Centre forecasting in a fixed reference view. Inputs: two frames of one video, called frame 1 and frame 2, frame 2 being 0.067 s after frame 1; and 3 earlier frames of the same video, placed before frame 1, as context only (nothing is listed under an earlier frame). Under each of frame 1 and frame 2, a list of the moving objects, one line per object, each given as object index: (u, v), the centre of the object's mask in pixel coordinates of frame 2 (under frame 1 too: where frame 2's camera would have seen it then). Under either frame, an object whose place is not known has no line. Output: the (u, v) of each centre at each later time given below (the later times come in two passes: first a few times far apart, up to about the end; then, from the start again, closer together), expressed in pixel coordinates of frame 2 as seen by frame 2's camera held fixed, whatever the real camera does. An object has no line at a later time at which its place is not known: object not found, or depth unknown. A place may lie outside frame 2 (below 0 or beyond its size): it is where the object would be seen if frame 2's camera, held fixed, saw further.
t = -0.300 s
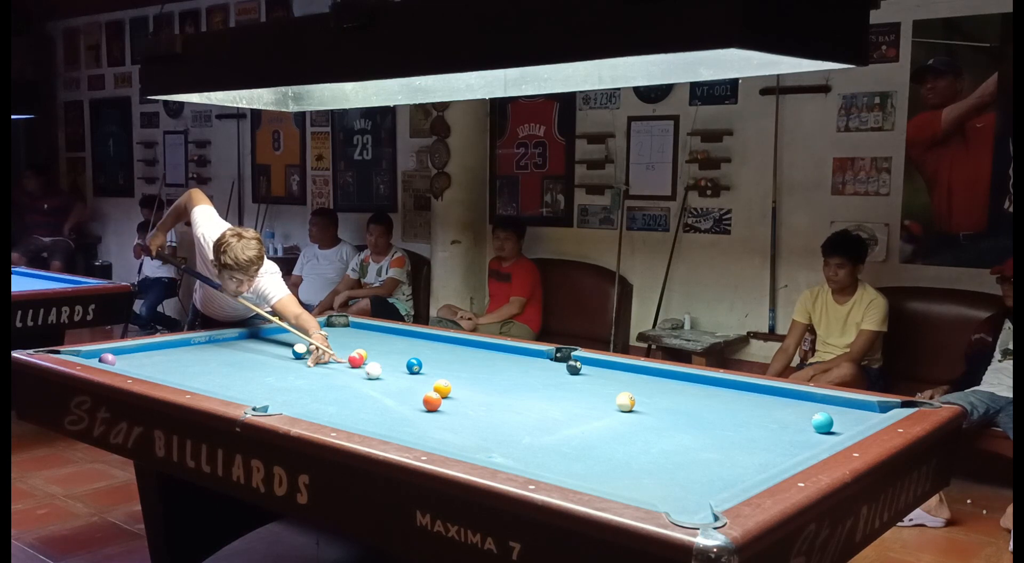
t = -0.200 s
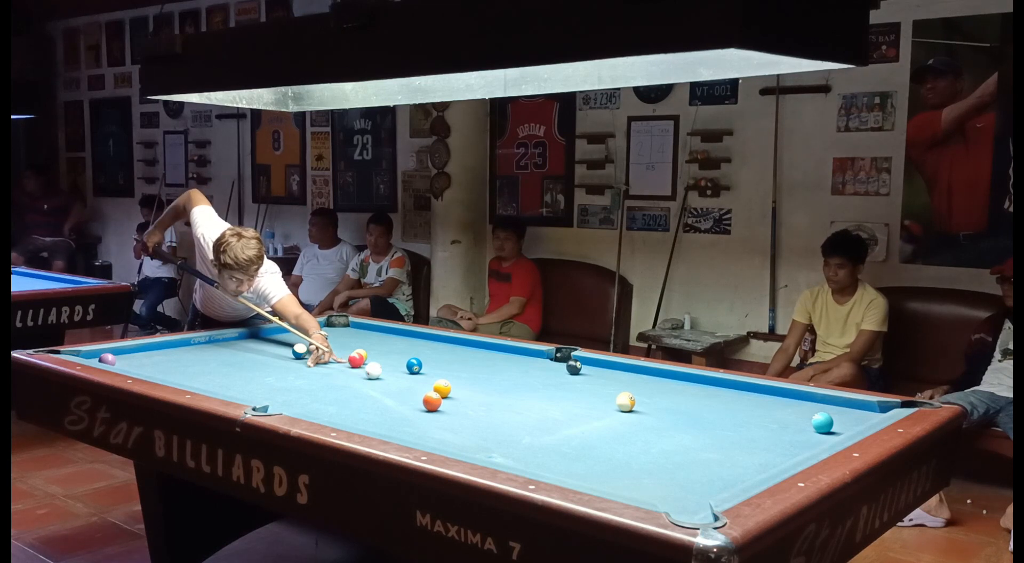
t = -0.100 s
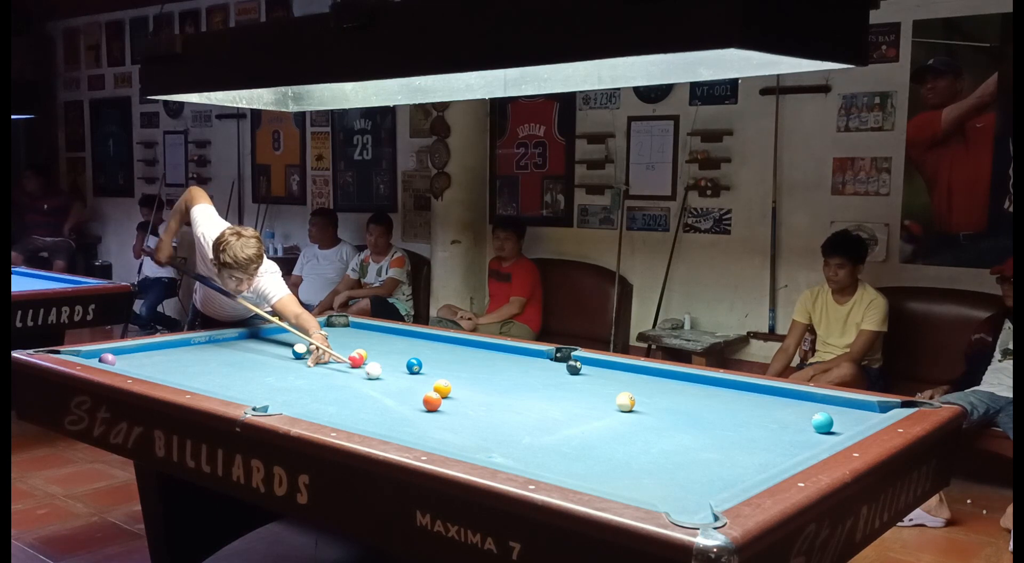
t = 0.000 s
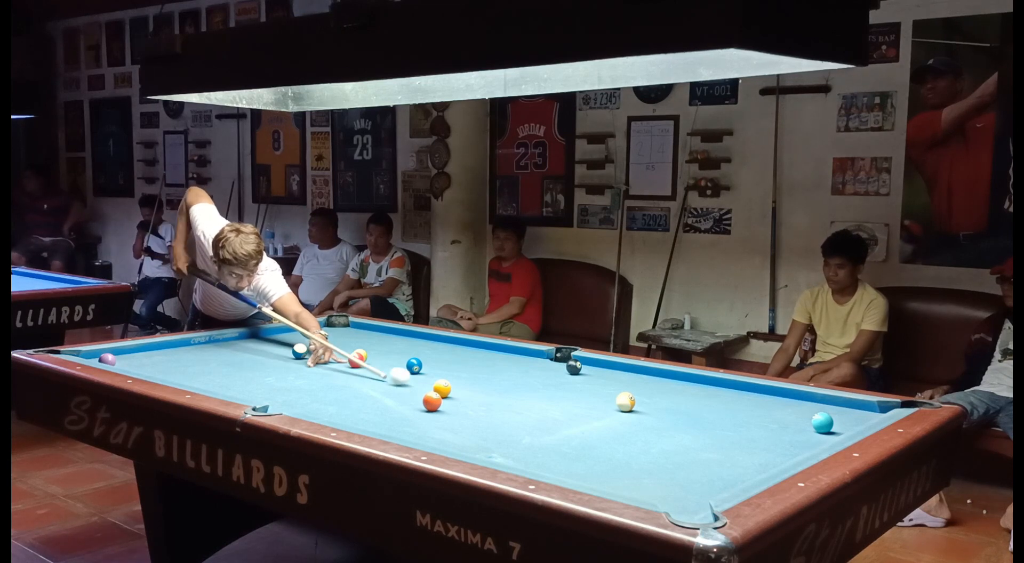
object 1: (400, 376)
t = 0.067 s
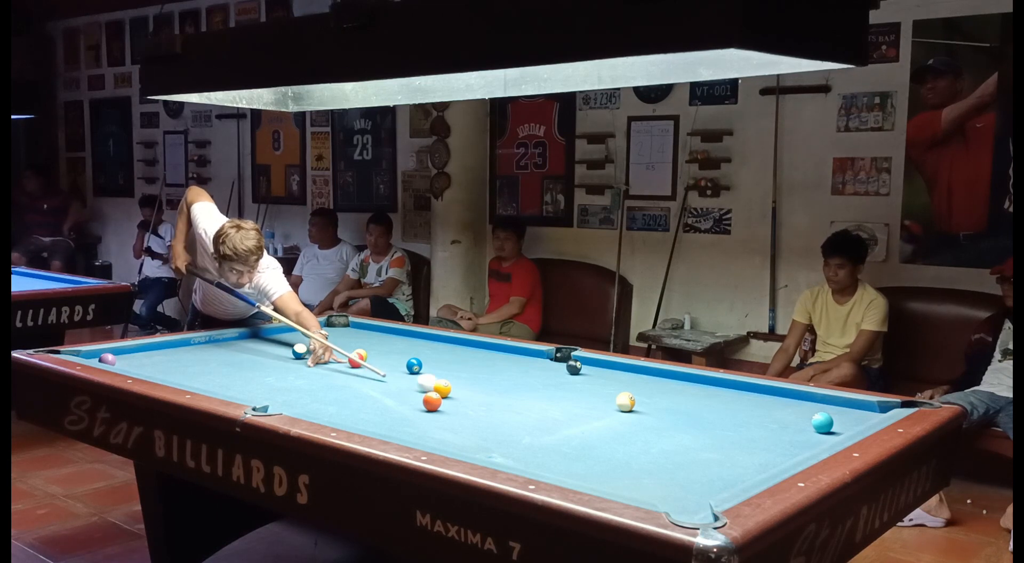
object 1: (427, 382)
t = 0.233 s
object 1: (451, 382)
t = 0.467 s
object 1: (464, 377)
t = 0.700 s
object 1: (476, 372)
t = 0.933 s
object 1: (486, 368)
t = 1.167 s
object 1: (495, 364)
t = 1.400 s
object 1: (502, 361)
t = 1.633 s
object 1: (510, 358)
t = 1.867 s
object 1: (516, 356)
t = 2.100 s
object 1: (522, 353)
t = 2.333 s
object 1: (526, 351)
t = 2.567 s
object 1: (520, 352)
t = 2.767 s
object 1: (517, 352)
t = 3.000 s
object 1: (513, 352)
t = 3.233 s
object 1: (512, 352)
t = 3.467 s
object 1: (511, 352)
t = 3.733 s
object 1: (511, 352)
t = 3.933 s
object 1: (511, 352)
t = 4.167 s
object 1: (511, 352)
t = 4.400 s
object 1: (511, 352)
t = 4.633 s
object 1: (511, 352)
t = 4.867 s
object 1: (511, 352)
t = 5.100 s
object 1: (511, 352)
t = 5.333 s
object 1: (511, 352)
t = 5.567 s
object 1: (511, 352)
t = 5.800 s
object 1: (511, 352)
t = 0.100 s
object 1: (437, 382)
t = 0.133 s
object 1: (442, 383)
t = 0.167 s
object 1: (446, 383)
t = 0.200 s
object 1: (449, 383)
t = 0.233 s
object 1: (451, 382)
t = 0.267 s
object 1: (453, 381)
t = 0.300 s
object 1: (455, 380)
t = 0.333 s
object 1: (457, 380)
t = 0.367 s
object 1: (459, 379)
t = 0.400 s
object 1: (461, 378)
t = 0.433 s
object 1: (463, 377)
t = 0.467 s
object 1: (464, 377)
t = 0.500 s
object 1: (466, 376)
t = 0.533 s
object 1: (468, 375)
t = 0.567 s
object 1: (469, 375)
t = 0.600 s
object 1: (471, 374)
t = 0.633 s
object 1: (473, 373)
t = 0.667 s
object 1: (474, 373)
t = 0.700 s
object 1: (476, 372)
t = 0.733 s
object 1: (477, 371)
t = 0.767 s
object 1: (479, 371)
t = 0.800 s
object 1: (480, 370)
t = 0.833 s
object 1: (482, 370)
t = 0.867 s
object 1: (483, 369)
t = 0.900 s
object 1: (485, 368)
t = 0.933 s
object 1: (486, 368)
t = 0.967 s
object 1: (487, 367)
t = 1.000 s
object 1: (489, 367)
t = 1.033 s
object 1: (490, 366)
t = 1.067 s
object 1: (491, 366)
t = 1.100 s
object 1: (493, 365)
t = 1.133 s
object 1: (494, 365)
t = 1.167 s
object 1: (495, 364)
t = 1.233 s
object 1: (496, 364)
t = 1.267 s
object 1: (498, 363)
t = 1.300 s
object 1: (499, 363)
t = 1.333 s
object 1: (500, 362)
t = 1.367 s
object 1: (501, 362)
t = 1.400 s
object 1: (502, 361)
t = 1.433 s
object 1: (503, 361)
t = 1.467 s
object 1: (504, 360)
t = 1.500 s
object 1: (505, 360)
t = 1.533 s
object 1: (507, 359)
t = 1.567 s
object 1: (508, 359)
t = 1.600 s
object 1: (509, 359)
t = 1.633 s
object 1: (510, 358)
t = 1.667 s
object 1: (511, 358)
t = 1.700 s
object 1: (512, 358)
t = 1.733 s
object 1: (512, 357)
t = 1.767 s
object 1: (513, 357)
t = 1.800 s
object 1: (514, 356)
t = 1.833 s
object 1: (515, 356)
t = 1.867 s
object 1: (516, 356)
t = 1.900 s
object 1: (517, 355)
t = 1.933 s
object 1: (518, 355)
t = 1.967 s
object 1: (519, 354)
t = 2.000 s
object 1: (520, 354)
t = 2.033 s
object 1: (520, 354)
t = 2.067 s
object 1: (521, 353)
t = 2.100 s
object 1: (522, 353)
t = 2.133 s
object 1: (522, 353)
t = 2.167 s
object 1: (523, 352)
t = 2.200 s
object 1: (524, 352)
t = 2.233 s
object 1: (525, 352)
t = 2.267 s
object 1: (525, 352)
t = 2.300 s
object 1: (526, 352)
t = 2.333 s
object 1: (526, 351)
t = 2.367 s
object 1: (525, 351)
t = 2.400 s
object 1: (524, 351)
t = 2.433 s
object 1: (523, 351)
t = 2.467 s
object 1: (523, 351)
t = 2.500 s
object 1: (522, 351)
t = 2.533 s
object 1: (521, 352)
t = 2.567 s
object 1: (520, 352)
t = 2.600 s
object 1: (520, 352)
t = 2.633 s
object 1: (519, 352)
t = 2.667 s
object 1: (519, 352)
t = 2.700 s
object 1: (518, 352)
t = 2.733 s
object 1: (517, 352)
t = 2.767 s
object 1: (517, 352)
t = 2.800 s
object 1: (516, 352)
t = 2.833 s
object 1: (516, 352)
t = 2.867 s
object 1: (515, 352)
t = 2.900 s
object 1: (515, 352)
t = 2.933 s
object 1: (514, 352)
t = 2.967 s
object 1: (514, 352)
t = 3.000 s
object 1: (513, 352)
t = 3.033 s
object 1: (513, 352)
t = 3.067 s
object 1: (513, 352)
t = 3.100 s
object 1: (512, 352)
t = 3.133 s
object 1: (512, 352)
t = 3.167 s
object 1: (512, 352)
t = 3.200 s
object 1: (512, 352)
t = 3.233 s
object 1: (512, 352)
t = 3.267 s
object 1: (511, 352)
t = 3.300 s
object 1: (511, 352)
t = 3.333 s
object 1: (511, 352)
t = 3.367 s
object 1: (511, 352)
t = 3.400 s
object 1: (511, 352)
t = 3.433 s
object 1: (511, 352)
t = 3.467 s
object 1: (511, 352)
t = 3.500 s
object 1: (511, 352)
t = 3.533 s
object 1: (511, 352)
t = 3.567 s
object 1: (511, 352)
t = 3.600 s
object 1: (511, 352)
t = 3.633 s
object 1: (511, 352)
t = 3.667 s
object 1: (511, 352)
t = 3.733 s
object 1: (511, 352)
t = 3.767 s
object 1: (511, 352)
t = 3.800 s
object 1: (511, 352)
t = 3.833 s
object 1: (511, 352)
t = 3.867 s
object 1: (511, 352)
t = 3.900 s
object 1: (511, 352)
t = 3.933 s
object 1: (511, 352)
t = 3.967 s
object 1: (511, 352)
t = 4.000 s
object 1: (511, 352)
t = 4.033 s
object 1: (511, 352)
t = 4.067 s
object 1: (511, 352)
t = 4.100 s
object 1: (511, 352)
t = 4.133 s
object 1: (511, 352)
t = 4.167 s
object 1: (511, 352)
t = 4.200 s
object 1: (511, 352)
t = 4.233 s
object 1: (511, 352)
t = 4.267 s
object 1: (511, 352)
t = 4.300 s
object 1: (511, 352)
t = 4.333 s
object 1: (511, 352)
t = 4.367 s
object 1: (511, 352)
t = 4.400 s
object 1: (511, 352)
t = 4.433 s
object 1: (511, 352)
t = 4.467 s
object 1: (511, 352)
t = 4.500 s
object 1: (511, 352)
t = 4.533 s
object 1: (511, 352)
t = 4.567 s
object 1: (511, 352)
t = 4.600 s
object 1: (511, 352)
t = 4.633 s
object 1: (511, 352)
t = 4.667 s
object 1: (511, 352)
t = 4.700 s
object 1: (511, 352)
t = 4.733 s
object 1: (511, 352)
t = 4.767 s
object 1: (511, 352)
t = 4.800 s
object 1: (511, 352)
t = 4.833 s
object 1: (511, 352)
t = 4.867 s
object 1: (511, 352)
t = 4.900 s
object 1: (511, 352)
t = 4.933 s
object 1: (511, 352)
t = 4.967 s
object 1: (511, 352)
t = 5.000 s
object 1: (511, 352)
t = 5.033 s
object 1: (511, 352)
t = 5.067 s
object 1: (511, 352)
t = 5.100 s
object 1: (511, 352)
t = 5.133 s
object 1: (511, 352)
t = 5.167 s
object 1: (511, 352)
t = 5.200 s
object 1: (511, 352)
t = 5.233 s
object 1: (511, 352)
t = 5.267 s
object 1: (511, 352)
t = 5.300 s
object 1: (511, 352)
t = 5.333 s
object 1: (511, 352)
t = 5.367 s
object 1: (511, 352)
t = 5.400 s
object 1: (511, 352)
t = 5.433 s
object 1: (511, 352)
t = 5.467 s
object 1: (511, 352)
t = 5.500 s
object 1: (511, 352)
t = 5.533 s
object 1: (511, 352)
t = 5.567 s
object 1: (511, 352)
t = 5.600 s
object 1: (511, 352)
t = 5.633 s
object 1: (511, 352)
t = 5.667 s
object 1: (511, 352)
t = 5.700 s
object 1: (511, 352)
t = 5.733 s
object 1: (511, 352)
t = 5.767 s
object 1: (511, 352)
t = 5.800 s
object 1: (511, 352)
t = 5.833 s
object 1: (511, 352)
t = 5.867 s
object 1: (511, 352)
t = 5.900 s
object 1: (511, 352)
